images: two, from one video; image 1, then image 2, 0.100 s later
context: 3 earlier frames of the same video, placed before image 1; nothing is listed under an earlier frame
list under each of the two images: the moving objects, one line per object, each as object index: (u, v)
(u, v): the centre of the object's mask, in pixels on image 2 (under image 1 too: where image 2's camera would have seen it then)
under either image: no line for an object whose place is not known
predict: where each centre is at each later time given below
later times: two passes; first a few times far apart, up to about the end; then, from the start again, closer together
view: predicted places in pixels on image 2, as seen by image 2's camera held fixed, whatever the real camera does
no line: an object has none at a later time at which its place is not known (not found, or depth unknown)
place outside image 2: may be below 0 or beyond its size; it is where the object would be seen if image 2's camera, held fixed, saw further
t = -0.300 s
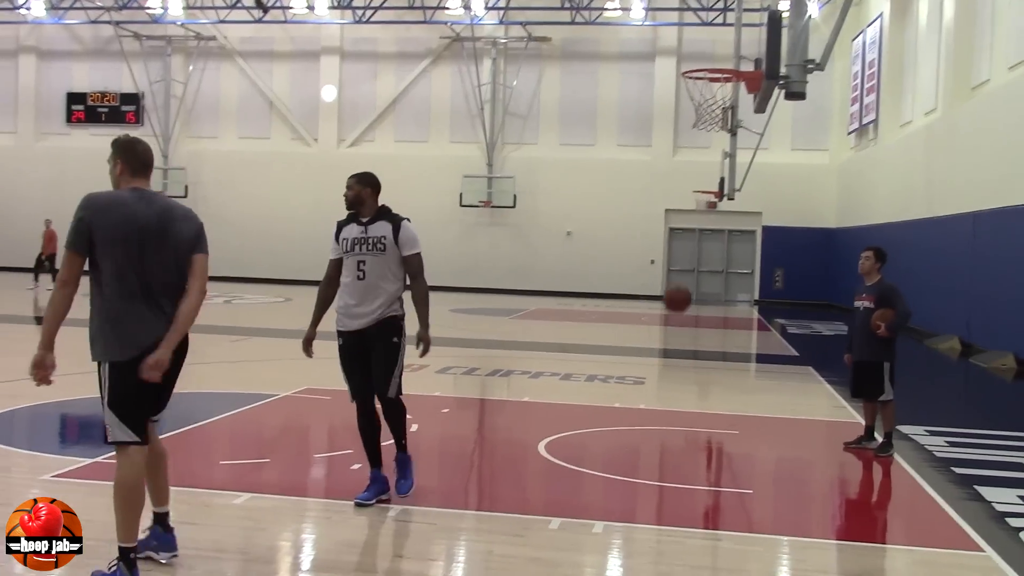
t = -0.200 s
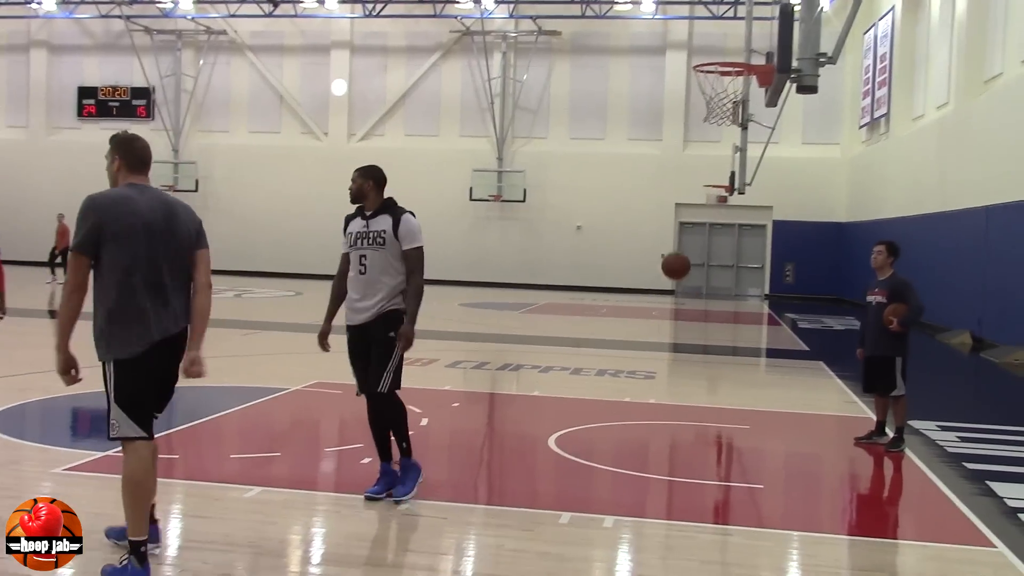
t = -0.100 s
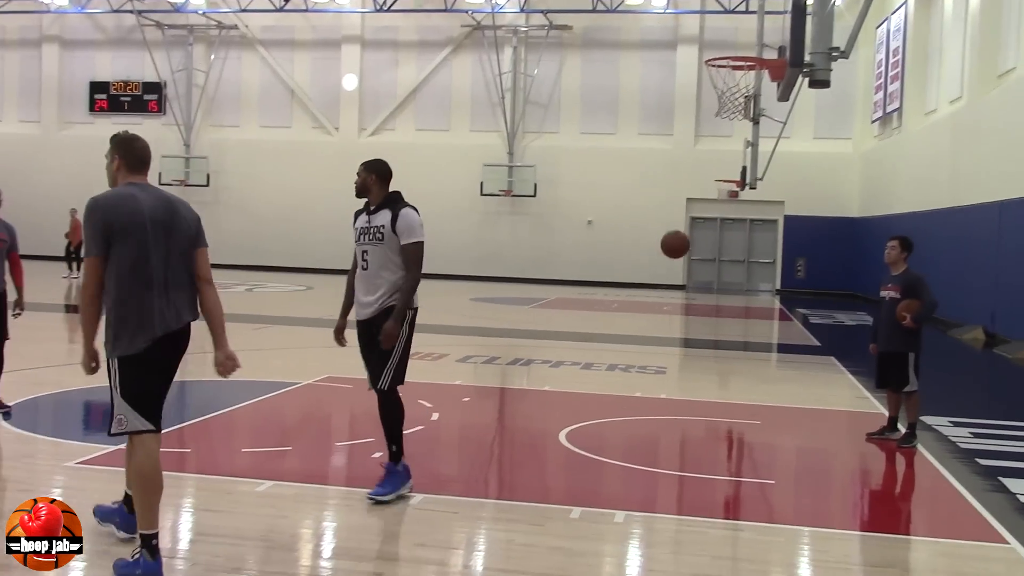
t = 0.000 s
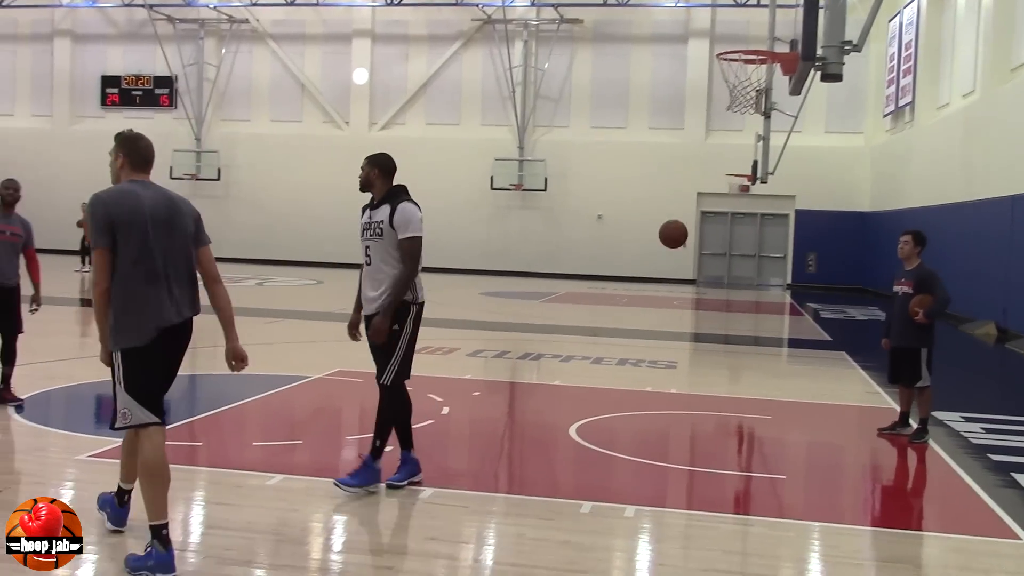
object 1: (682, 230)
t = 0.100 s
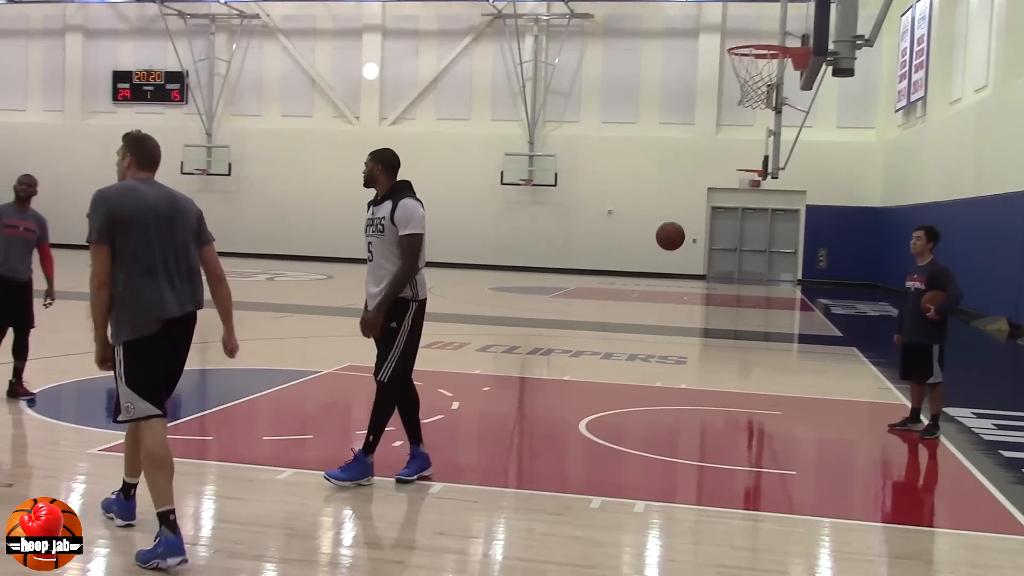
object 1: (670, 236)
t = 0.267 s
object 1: (647, 273)
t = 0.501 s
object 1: (612, 381)
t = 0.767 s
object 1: (581, 329)
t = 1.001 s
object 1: (560, 303)
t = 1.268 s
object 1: (529, 351)
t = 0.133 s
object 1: (666, 240)
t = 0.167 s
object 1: (662, 247)
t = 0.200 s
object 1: (657, 254)
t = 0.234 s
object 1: (653, 263)
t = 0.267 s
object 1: (647, 273)
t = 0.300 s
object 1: (642, 285)
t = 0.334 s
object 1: (636, 298)
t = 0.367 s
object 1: (631, 312)
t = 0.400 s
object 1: (626, 327)
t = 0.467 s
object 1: (616, 362)
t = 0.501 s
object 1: (612, 381)
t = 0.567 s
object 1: (603, 401)
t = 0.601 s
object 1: (600, 387)
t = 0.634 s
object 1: (597, 373)
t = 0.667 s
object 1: (592, 360)
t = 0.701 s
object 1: (589, 349)
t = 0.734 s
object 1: (585, 338)
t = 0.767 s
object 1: (581, 329)
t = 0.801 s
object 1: (579, 322)
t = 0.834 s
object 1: (577, 316)
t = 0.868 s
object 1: (574, 310)
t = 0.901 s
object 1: (571, 306)
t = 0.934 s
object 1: (567, 304)
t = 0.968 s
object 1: (564, 303)
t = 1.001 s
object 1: (560, 303)
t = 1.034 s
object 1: (558, 304)
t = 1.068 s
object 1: (553, 307)
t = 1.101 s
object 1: (555, 312)
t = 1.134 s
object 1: (545, 316)
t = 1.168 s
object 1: (541, 323)
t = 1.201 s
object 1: (536, 331)
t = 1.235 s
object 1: (535, 341)
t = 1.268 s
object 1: (529, 351)
